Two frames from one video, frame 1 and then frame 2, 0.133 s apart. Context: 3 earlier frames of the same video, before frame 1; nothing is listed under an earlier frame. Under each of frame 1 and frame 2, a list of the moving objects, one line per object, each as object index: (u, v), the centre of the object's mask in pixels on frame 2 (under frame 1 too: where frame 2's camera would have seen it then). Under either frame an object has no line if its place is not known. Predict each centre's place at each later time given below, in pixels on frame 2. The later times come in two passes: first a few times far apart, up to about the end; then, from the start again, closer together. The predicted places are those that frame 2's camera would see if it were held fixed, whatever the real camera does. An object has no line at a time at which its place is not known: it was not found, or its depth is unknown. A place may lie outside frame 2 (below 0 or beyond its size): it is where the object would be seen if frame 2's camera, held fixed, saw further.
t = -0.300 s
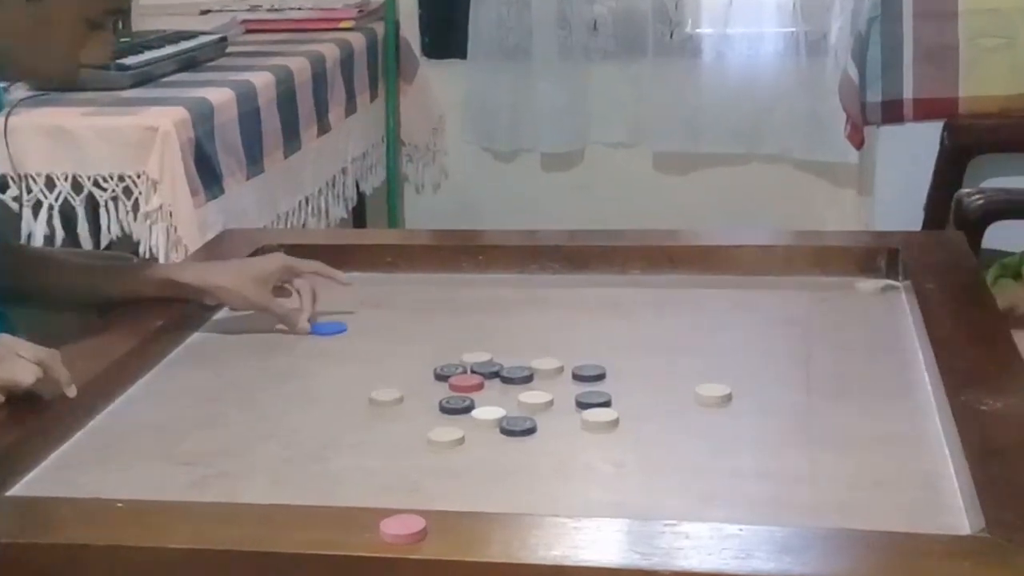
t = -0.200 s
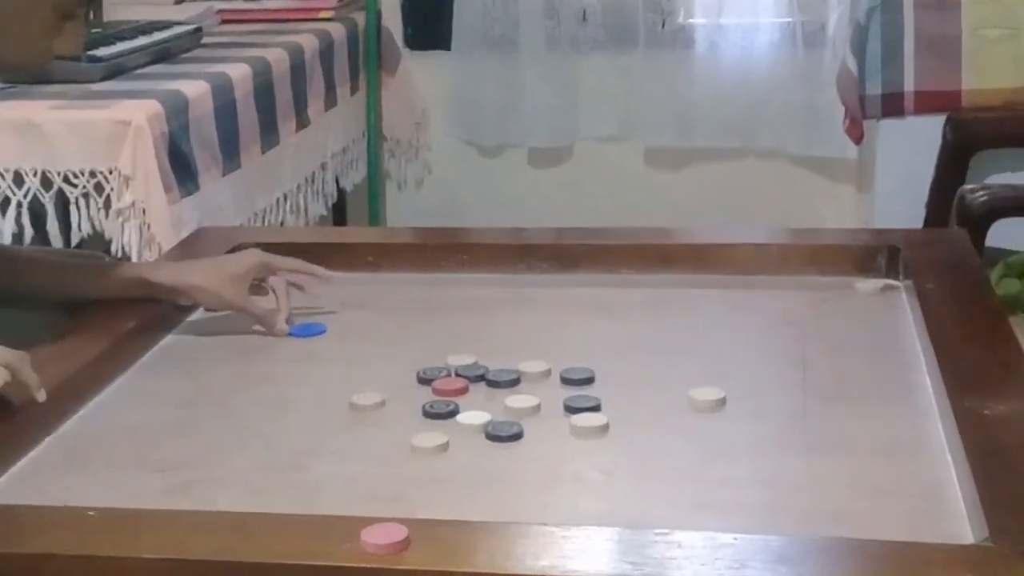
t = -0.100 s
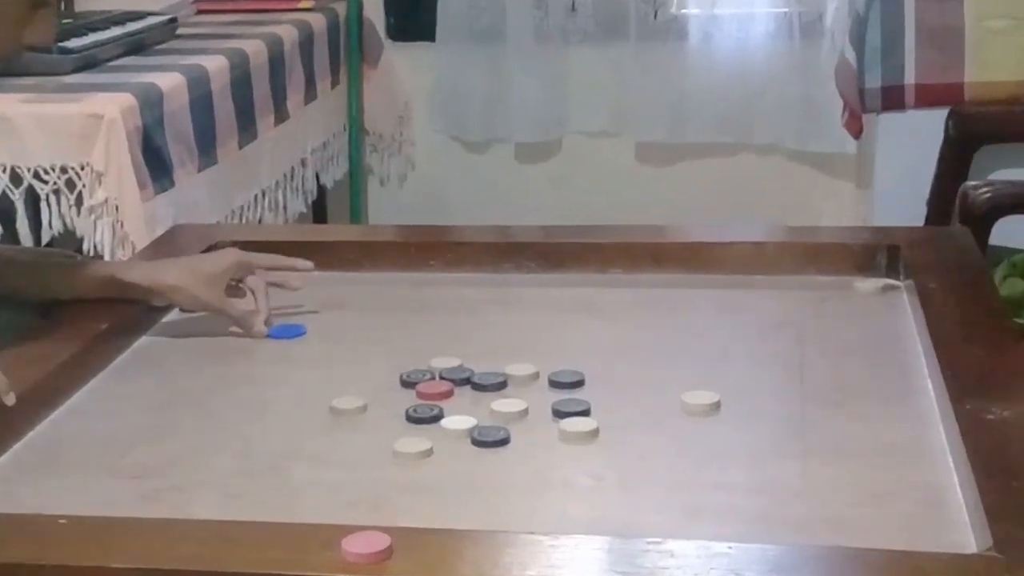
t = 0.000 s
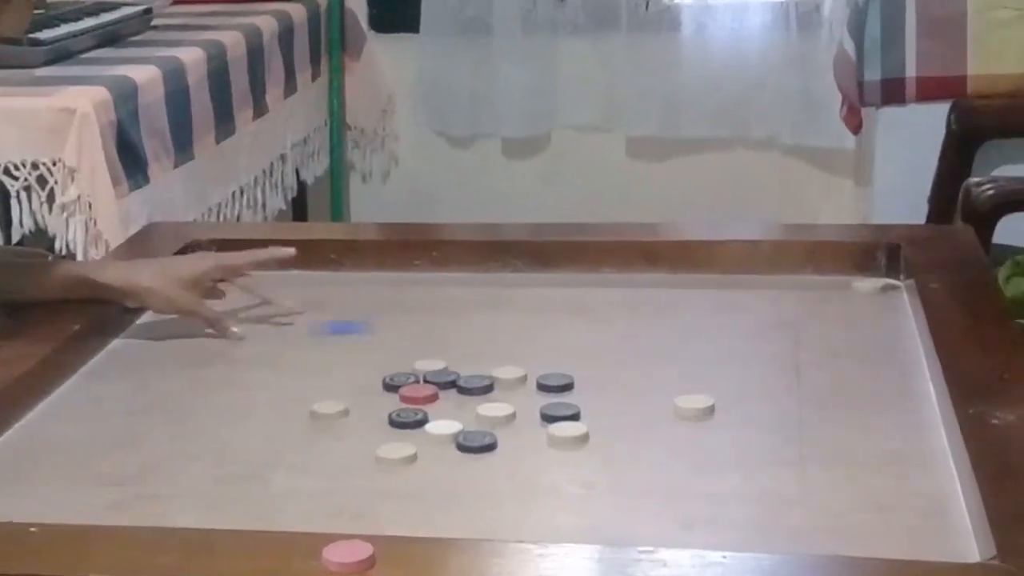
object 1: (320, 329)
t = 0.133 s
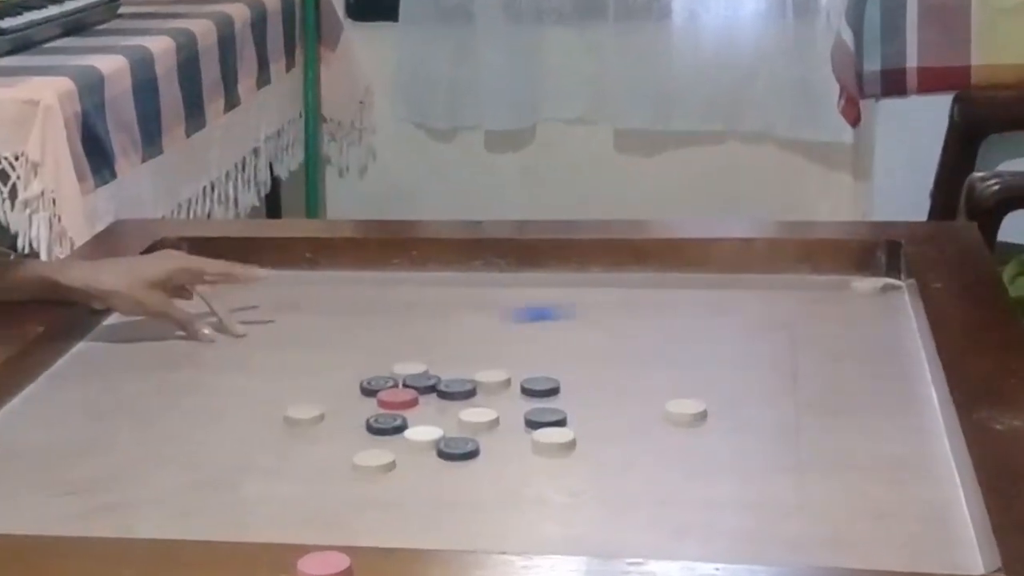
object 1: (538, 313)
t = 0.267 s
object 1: (747, 299)
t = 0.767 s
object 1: (846, 294)
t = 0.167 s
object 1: (590, 310)
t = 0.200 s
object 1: (642, 306)
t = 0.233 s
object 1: (695, 303)
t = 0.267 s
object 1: (747, 299)
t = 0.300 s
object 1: (795, 297)
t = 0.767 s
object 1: (846, 294)
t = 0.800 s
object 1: (845, 294)
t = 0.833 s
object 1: (844, 294)
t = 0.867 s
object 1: (843, 294)
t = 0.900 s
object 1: (842, 294)
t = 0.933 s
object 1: (841, 294)
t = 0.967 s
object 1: (840, 294)
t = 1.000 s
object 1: (839, 294)
